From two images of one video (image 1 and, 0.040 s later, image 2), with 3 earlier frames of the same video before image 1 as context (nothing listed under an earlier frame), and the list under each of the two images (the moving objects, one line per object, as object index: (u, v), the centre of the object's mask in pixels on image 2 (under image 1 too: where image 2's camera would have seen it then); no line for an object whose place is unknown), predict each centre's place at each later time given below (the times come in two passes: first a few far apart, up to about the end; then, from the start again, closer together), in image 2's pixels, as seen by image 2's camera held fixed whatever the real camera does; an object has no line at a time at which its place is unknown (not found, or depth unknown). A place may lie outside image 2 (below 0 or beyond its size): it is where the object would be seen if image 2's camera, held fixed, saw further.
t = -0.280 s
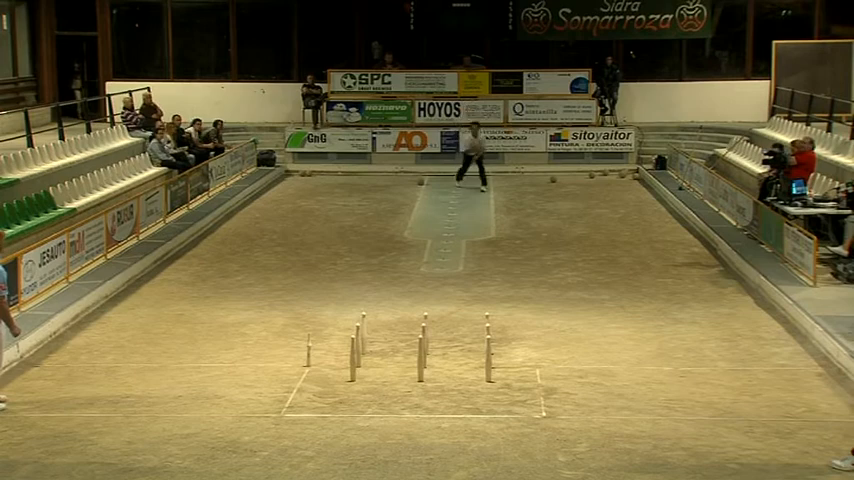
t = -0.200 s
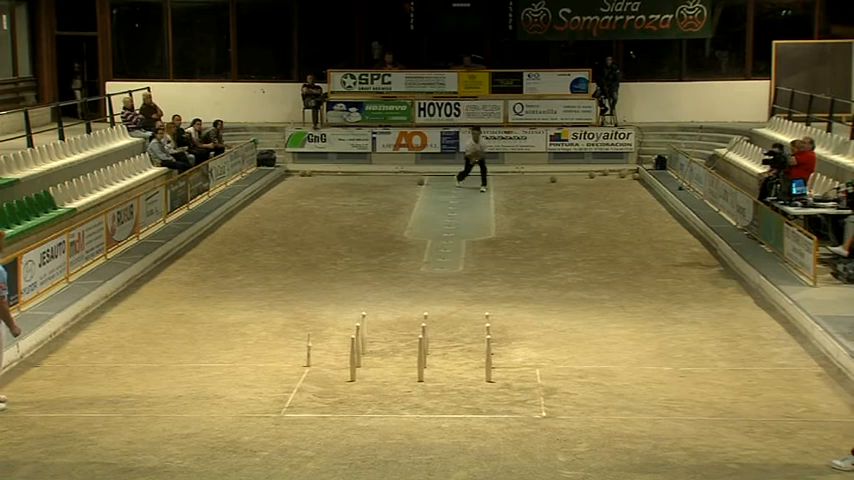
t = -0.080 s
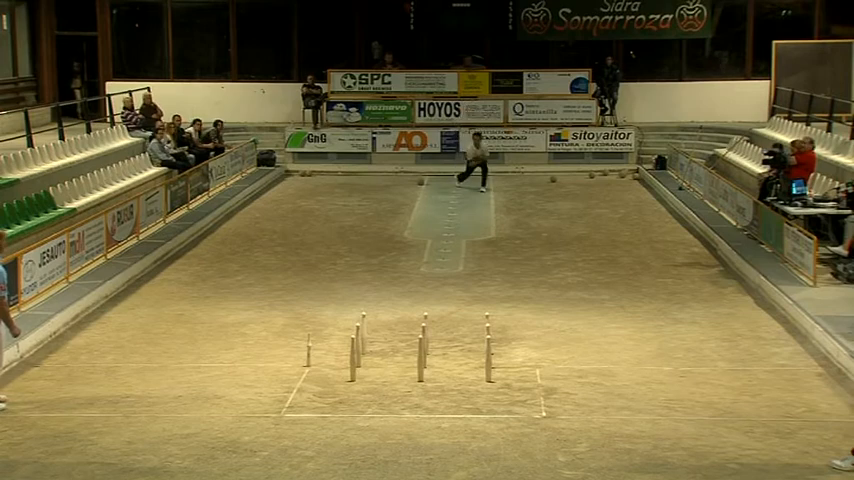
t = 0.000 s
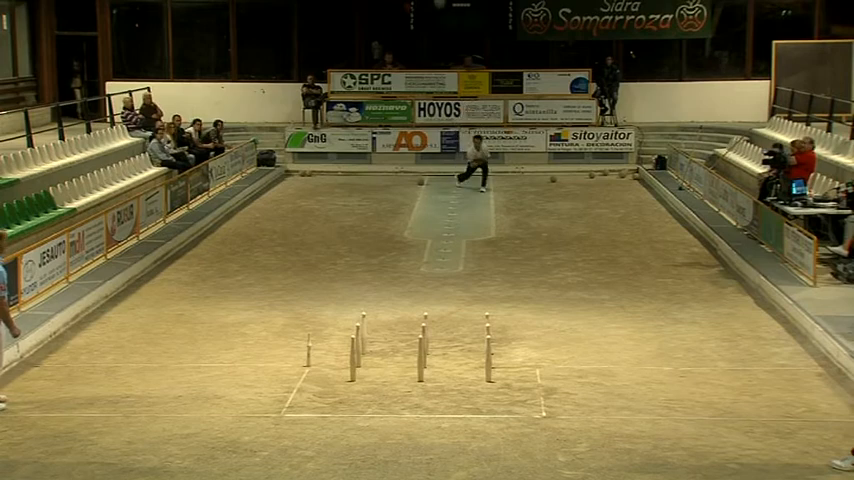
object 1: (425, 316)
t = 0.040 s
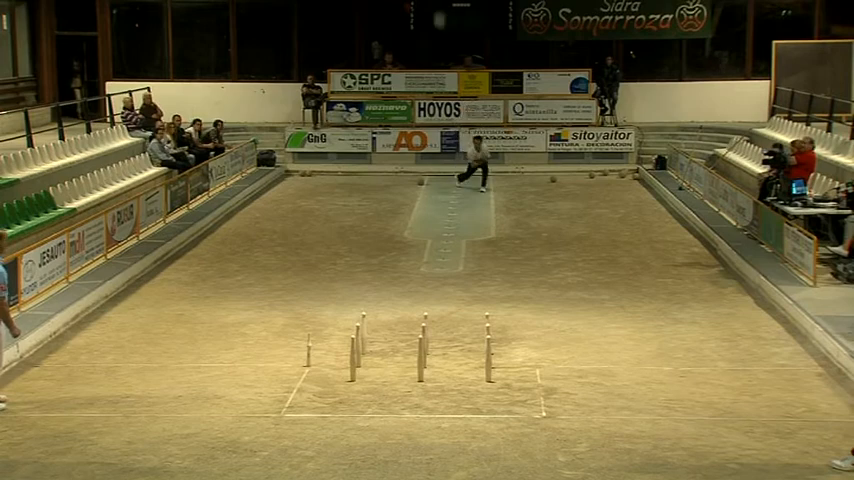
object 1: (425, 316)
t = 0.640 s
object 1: (413, 335)
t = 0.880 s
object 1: (374, 374)
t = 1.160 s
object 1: (351, 392)
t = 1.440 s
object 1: (346, 400)
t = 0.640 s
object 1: (413, 335)
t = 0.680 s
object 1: (407, 345)
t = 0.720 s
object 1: (400, 353)
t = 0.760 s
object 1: (393, 359)
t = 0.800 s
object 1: (384, 369)
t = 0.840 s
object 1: (378, 373)
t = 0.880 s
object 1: (374, 374)
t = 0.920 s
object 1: (369, 377)
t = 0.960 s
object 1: (365, 382)
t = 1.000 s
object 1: (361, 384)
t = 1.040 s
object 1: (358, 386)
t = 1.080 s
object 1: (355, 389)
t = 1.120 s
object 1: (353, 390)
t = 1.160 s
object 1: (351, 392)
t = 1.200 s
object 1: (348, 394)
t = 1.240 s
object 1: (348, 395)
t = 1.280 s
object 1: (347, 397)
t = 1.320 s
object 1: (346, 398)
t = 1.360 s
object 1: (345, 399)
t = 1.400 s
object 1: (345, 400)
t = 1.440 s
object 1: (346, 400)
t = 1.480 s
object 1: (346, 401)
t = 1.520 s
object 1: (347, 401)
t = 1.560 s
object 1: (348, 401)
